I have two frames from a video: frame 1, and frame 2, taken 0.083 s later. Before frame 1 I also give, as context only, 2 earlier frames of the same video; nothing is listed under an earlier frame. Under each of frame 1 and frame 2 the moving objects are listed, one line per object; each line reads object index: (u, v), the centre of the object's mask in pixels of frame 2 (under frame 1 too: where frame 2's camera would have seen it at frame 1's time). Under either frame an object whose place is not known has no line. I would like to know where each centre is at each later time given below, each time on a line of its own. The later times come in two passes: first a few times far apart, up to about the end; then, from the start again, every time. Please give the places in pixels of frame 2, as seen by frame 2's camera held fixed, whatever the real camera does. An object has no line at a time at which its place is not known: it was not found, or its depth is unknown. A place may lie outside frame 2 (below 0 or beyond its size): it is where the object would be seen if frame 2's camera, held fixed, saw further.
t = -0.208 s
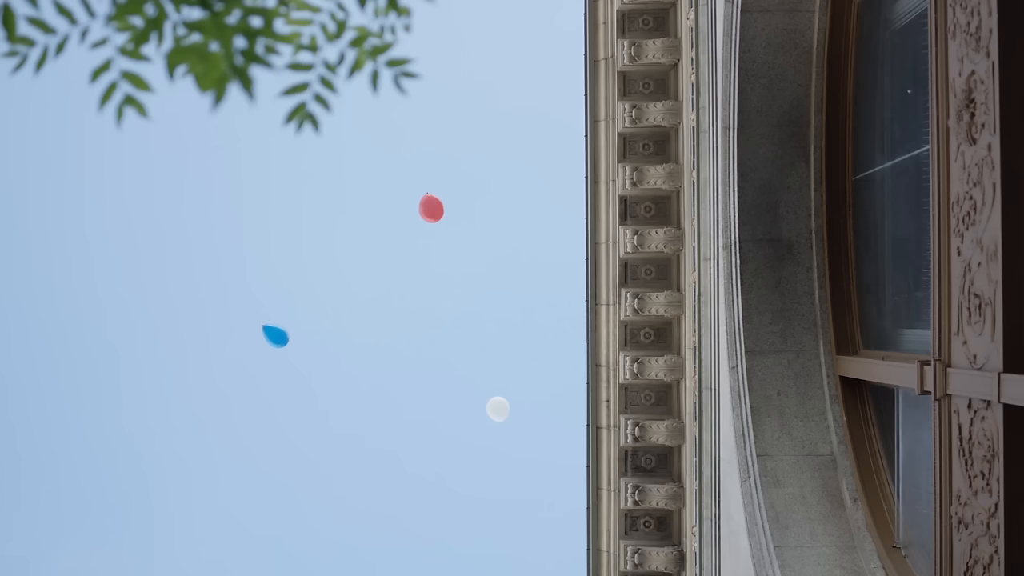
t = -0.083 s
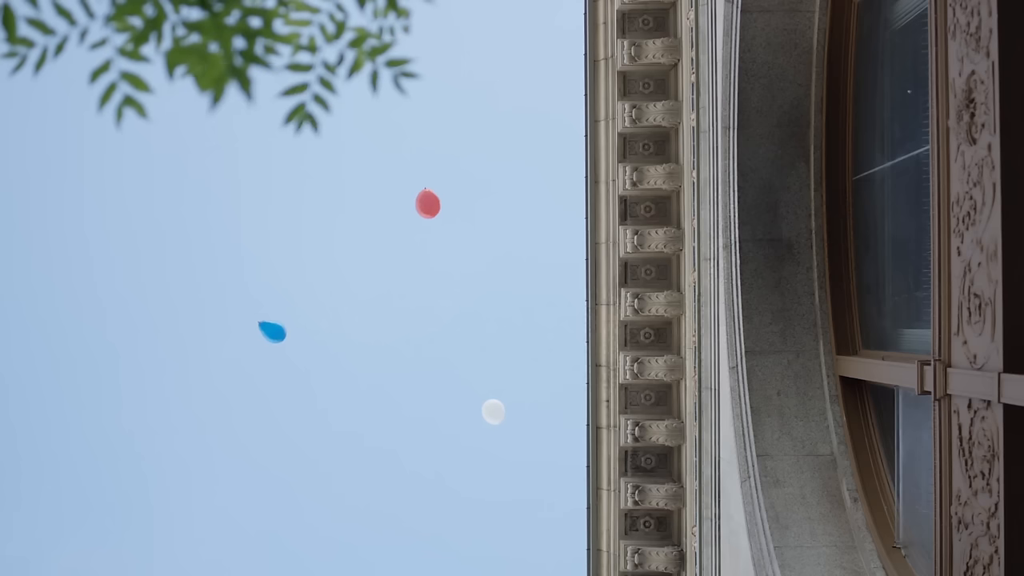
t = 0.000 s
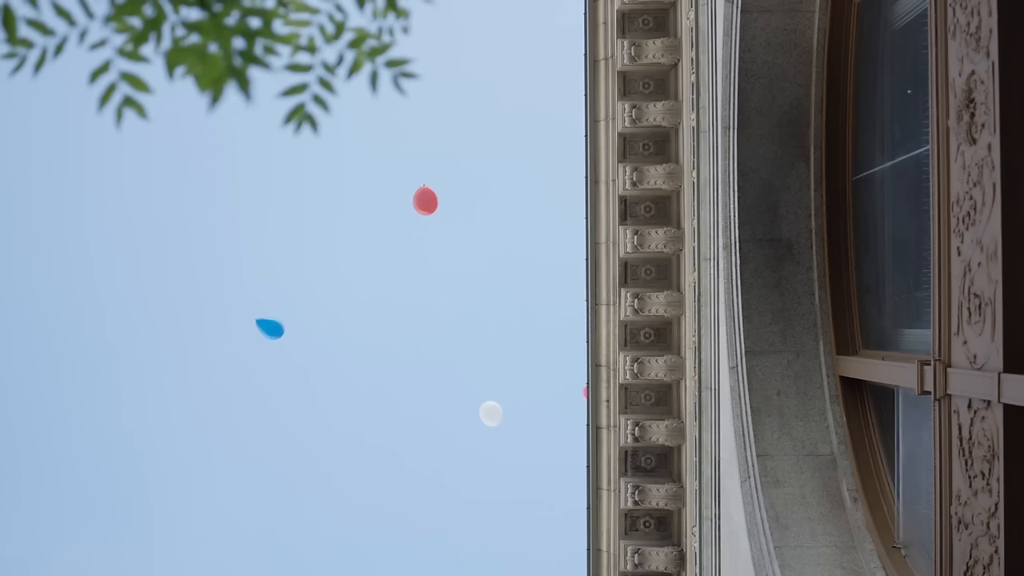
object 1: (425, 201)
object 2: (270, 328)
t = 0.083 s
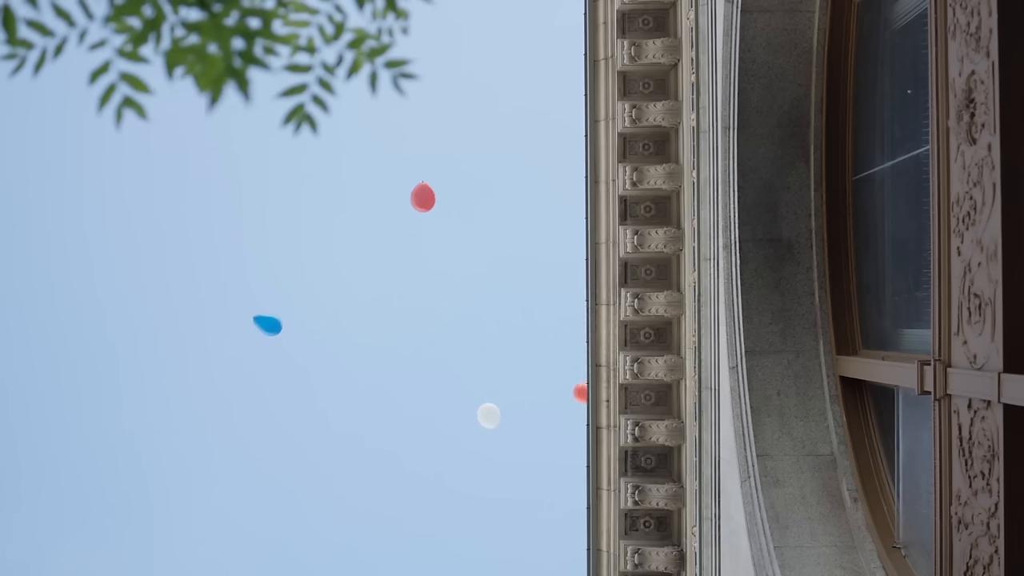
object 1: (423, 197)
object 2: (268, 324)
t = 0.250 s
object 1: (418, 191)
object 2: (263, 316)
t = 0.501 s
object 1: (411, 180)
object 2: (254, 302)
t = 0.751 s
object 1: (406, 168)
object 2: (244, 288)
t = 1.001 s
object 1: (400, 154)
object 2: (234, 273)
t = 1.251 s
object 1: (396, 138)
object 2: (224, 260)
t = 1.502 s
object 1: (394, 122)
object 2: (214, 247)
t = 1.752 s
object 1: (394, 106)
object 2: (204, 234)
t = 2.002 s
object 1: (396, 91)
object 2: (197, 224)
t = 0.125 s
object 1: (421, 196)
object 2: (267, 322)
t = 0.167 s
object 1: (420, 194)
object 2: (266, 320)
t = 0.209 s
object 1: (419, 193)
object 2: (264, 318)
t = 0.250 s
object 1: (418, 191)
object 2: (263, 316)
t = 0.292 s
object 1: (417, 189)
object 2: (261, 314)
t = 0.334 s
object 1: (416, 187)
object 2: (260, 312)
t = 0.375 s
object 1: (414, 186)
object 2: (258, 310)
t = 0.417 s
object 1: (413, 184)
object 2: (257, 307)
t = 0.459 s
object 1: (412, 182)
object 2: (256, 305)
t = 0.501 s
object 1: (411, 180)
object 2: (254, 302)
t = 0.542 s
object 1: (410, 178)
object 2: (252, 300)
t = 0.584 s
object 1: (409, 176)
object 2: (251, 298)
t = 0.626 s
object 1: (408, 174)
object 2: (249, 295)
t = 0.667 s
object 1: (408, 172)
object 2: (248, 293)
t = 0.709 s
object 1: (407, 170)
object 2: (246, 290)
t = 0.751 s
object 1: (406, 168)
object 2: (244, 288)
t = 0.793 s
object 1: (405, 166)
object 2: (243, 285)
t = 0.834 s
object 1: (404, 163)
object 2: (241, 283)
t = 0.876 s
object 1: (403, 161)
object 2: (239, 280)
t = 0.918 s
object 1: (402, 158)
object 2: (238, 278)
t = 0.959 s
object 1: (401, 156)
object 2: (236, 276)
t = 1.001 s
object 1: (400, 154)
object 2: (234, 273)
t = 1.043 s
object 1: (400, 151)
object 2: (233, 271)
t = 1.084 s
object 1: (399, 149)
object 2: (231, 269)
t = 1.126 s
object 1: (398, 147)
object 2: (229, 266)
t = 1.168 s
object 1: (398, 144)
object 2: (228, 264)
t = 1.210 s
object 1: (397, 141)
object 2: (226, 262)
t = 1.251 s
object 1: (396, 138)
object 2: (224, 260)
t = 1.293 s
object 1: (396, 136)
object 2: (222, 258)
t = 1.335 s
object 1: (395, 133)
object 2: (221, 255)
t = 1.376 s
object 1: (395, 130)
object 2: (219, 253)
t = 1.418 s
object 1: (395, 128)
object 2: (217, 251)
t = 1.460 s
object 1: (394, 125)
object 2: (215, 249)
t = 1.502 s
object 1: (394, 122)
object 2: (214, 247)
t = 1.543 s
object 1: (394, 119)
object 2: (212, 244)
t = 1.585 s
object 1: (394, 116)
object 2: (210, 242)
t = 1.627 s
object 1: (394, 114)
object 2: (209, 240)
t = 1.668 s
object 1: (394, 111)
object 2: (207, 238)
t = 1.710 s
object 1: (394, 109)
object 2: (206, 237)
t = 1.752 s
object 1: (394, 106)
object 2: (204, 234)
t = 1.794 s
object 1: (395, 103)
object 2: (203, 232)
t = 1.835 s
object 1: (395, 101)
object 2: (202, 231)
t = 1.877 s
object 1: (395, 97)
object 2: (200, 229)
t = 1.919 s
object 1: (396, 95)
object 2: (199, 227)
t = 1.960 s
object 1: (396, 92)
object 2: (198, 226)
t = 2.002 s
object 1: (396, 91)
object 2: (197, 224)
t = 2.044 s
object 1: (397, 89)
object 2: (196, 223)
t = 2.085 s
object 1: (397, 86)
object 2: (195, 222)
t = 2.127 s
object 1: (398, 83)
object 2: (194, 220)
